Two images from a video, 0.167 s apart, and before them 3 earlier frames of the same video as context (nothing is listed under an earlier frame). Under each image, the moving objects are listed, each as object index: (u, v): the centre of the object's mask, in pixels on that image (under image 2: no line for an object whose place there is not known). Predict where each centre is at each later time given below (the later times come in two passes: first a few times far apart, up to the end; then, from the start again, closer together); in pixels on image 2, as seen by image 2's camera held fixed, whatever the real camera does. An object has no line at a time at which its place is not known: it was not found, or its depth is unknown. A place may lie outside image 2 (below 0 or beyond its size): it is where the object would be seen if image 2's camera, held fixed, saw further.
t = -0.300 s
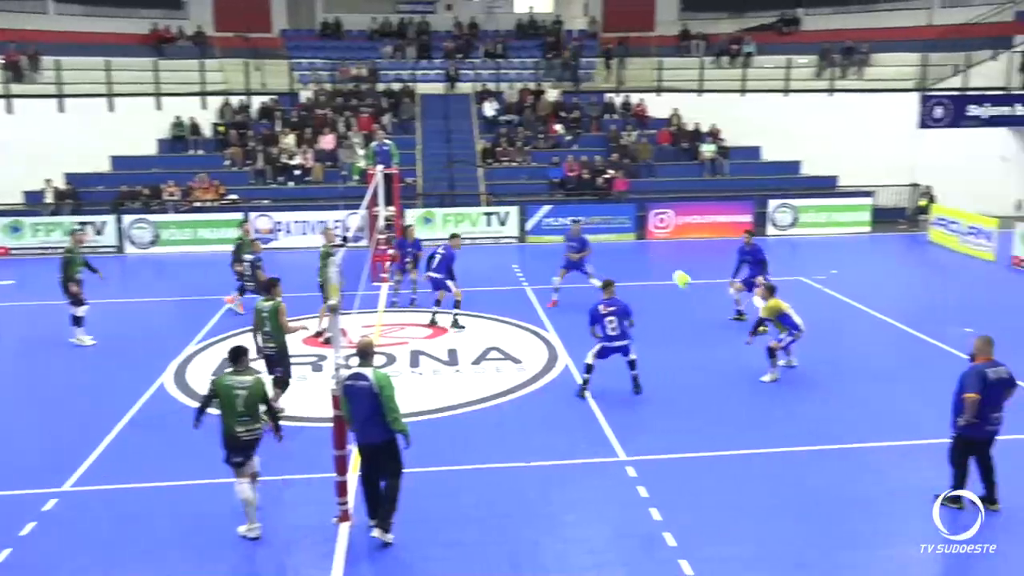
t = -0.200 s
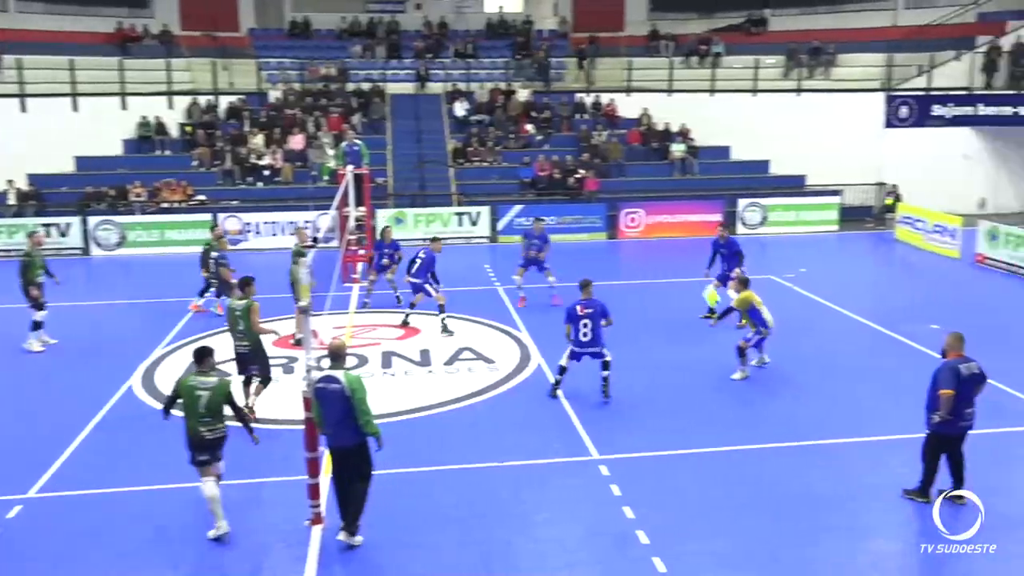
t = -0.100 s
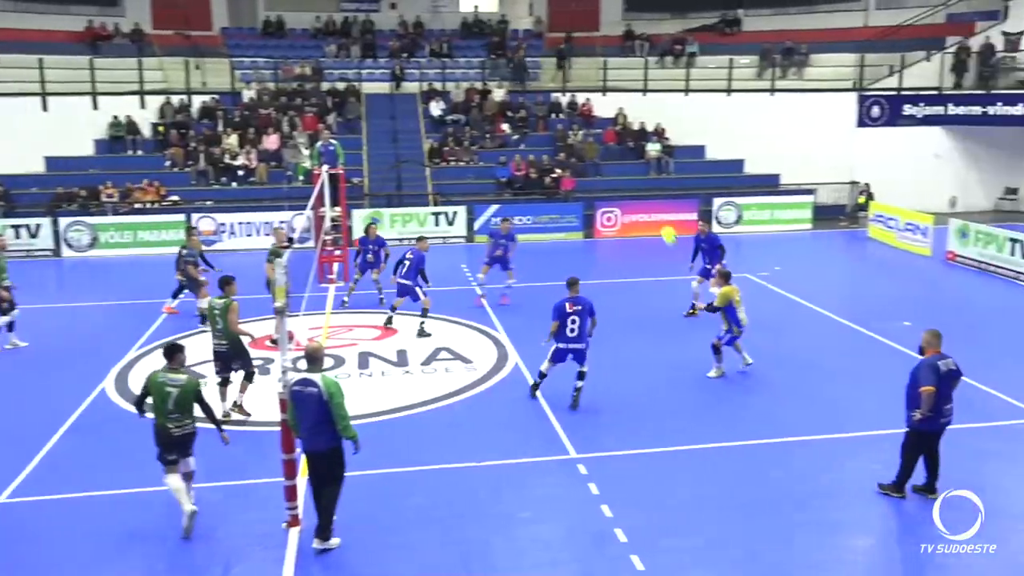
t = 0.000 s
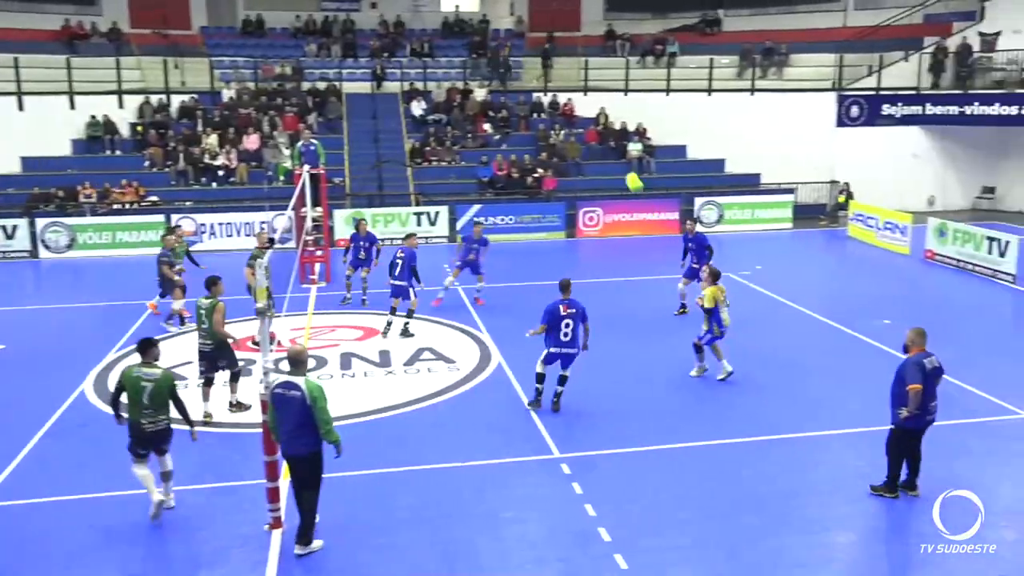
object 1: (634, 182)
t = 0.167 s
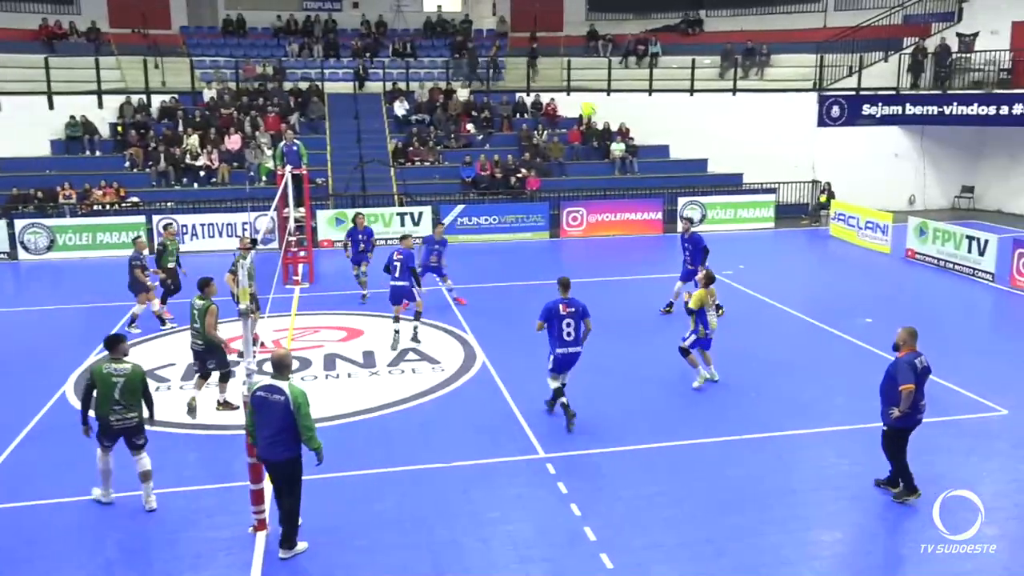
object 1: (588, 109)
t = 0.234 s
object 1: (576, 85)
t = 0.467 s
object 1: (536, 27)
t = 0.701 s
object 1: (496, 7)
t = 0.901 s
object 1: (463, 22)
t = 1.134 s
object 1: (427, 74)
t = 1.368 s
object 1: (393, 159)
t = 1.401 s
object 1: (388, 175)
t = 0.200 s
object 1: (582, 96)
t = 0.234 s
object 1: (576, 85)
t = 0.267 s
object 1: (570, 74)
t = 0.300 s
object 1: (565, 64)
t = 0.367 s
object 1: (553, 47)
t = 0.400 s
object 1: (547, 39)
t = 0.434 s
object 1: (541, 32)
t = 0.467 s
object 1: (536, 27)
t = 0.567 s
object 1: (518, 14)
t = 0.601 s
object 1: (513, 11)
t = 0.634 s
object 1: (506, 8)
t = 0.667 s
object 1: (501, 7)
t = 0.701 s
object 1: (496, 7)
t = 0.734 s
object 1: (490, 8)
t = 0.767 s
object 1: (485, 8)
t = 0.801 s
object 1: (480, 10)
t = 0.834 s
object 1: (474, 14)
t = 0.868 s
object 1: (467, 17)
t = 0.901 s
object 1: (463, 22)
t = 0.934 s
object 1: (457, 27)
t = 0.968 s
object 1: (452, 33)
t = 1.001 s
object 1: (446, 40)
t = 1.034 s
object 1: (442, 47)
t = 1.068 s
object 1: (436, 55)
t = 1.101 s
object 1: (431, 64)
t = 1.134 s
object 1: (427, 74)
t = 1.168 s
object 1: (421, 85)
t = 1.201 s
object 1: (416, 96)
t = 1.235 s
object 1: (411, 107)
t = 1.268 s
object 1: (407, 120)
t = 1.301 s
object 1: (402, 132)
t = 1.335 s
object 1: (397, 146)
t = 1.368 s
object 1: (393, 159)
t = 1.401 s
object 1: (388, 175)
